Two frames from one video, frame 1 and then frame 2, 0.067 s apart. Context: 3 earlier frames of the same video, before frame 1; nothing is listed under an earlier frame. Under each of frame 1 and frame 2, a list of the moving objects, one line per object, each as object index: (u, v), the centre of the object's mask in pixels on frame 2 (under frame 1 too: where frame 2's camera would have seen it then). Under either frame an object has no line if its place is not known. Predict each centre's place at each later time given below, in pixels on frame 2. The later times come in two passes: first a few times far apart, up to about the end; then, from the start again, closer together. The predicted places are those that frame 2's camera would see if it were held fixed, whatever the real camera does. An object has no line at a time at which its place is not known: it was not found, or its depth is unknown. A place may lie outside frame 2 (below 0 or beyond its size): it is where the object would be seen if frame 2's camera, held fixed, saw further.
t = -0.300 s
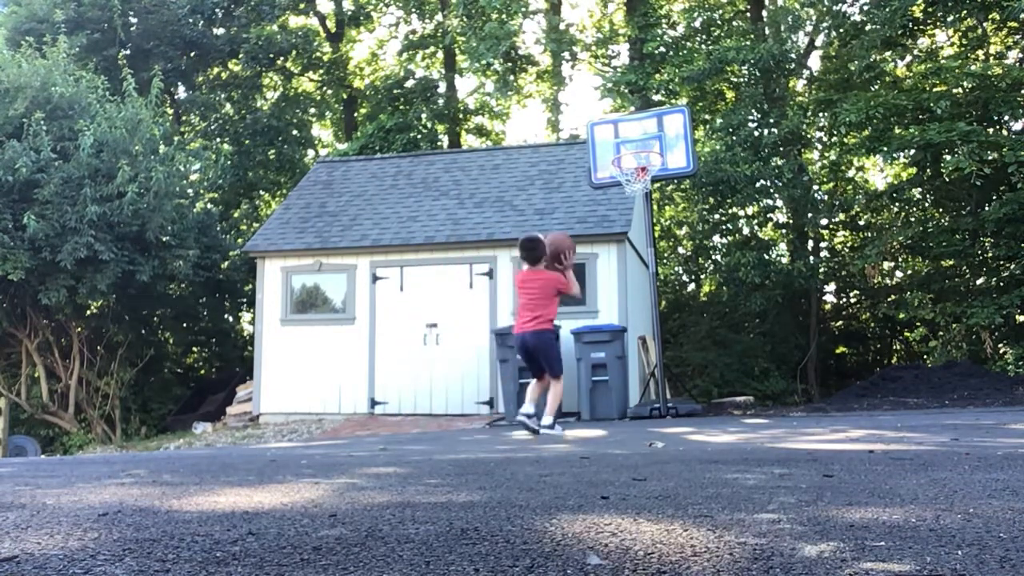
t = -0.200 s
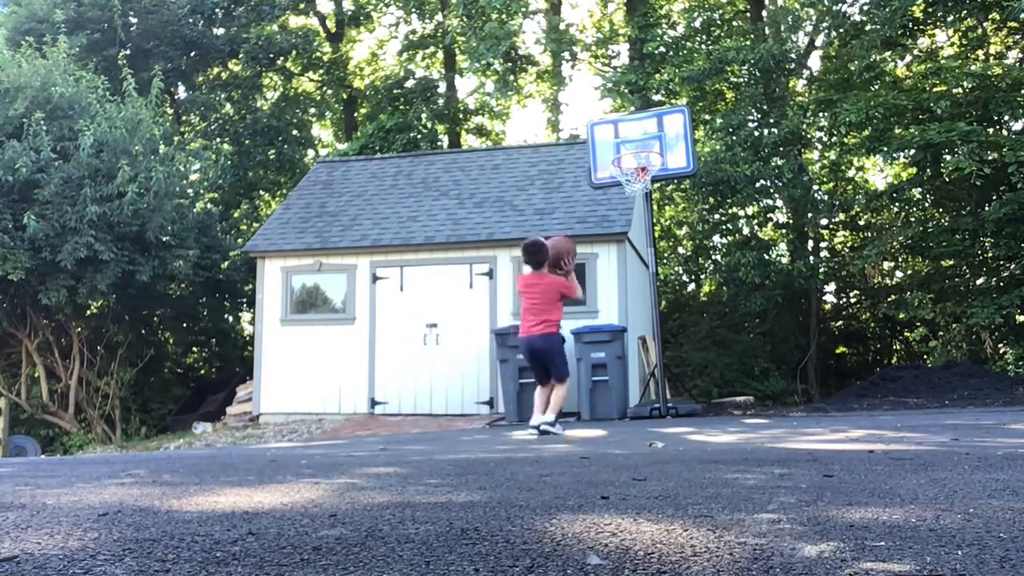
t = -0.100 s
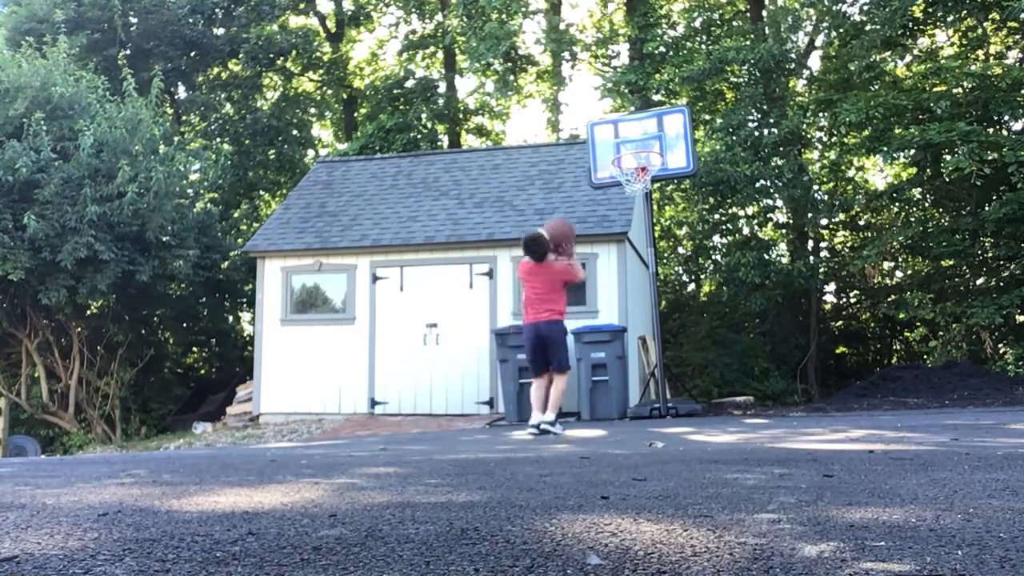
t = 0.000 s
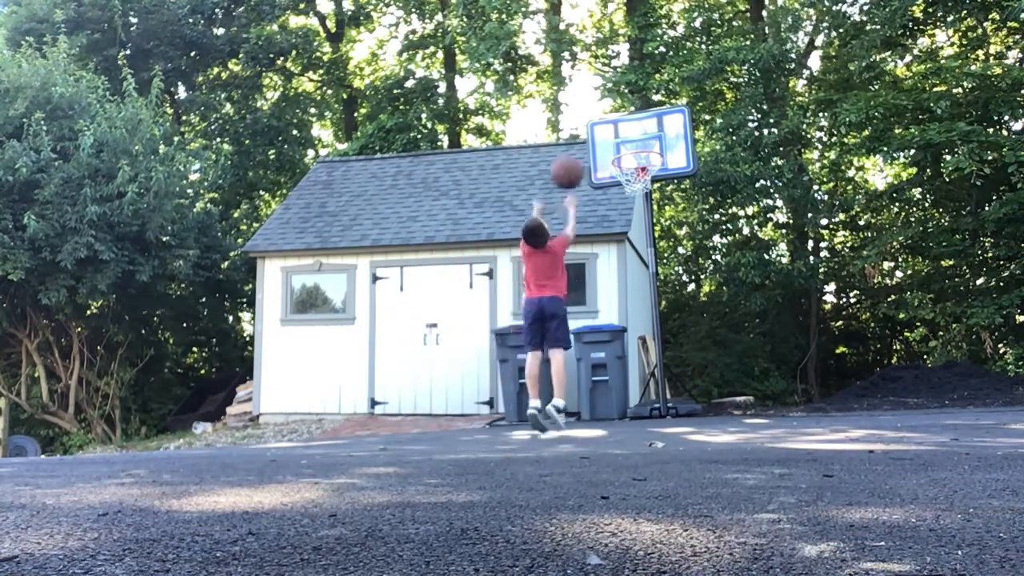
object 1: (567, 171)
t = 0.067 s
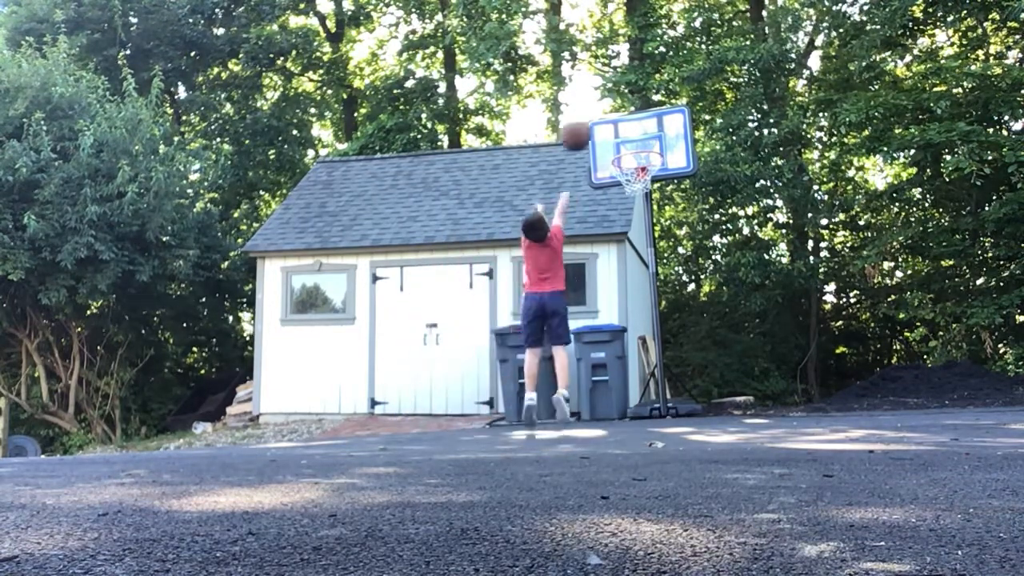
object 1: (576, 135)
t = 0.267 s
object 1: (596, 70)
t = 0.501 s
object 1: (616, 63)
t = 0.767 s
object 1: (637, 120)
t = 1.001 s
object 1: (637, 168)
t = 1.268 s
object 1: (632, 169)
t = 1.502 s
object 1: (639, 211)
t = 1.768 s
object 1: (645, 309)
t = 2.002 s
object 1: (646, 404)
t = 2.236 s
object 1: (626, 409)
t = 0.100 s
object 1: (578, 120)
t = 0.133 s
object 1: (583, 106)
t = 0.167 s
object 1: (586, 93)
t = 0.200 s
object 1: (589, 83)
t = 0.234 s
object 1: (594, 76)
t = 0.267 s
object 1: (596, 70)
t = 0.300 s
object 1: (600, 64)
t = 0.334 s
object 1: (603, 61)
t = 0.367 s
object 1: (606, 58)
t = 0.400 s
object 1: (608, 58)
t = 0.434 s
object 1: (611, 58)
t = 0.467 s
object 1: (614, 60)
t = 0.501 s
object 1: (616, 63)
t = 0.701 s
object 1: (631, 100)
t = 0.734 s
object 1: (633, 109)
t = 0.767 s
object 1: (637, 120)
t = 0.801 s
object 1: (639, 132)
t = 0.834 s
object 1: (641, 143)
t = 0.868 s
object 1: (641, 146)
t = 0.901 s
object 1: (638, 153)
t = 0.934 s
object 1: (640, 160)
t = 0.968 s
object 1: (639, 163)
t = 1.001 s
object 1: (637, 168)
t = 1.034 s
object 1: (634, 170)
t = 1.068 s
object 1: (633, 169)
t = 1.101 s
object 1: (634, 164)
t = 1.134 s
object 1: (631, 164)
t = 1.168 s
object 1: (633, 163)
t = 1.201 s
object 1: (632, 164)
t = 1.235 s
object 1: (631, 166)
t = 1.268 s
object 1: (632, 169)
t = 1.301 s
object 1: (632, 171)
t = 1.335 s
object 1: (634, 173)
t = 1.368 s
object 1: (636, 192)
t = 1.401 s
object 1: (636, 195)
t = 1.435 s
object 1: (637, 196)
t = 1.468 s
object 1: (638, 202)
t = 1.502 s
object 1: (639, 211)
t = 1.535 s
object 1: (639, 220)
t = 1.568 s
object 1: (640, 230)
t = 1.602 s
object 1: (641, 241)
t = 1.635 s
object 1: (642, 252)
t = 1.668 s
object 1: (642, 265)
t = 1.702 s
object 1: (643, 279)
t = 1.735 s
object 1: (644, 294)
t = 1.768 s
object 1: (645, 309)
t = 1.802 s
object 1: (646, 325)
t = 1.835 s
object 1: (648, 343)
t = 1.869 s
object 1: (649, 361)
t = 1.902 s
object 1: (651, 381)
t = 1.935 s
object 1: (652, 404)
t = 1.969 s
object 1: (650, 407)
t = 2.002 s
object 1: (646, 404)
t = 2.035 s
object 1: (643, 402)
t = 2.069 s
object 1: (640, 401)
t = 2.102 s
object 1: (638, 401)
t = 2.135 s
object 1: (636, 403)
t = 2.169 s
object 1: (632, 404)
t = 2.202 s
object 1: (628, 407)
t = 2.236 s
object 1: (626, 409)
